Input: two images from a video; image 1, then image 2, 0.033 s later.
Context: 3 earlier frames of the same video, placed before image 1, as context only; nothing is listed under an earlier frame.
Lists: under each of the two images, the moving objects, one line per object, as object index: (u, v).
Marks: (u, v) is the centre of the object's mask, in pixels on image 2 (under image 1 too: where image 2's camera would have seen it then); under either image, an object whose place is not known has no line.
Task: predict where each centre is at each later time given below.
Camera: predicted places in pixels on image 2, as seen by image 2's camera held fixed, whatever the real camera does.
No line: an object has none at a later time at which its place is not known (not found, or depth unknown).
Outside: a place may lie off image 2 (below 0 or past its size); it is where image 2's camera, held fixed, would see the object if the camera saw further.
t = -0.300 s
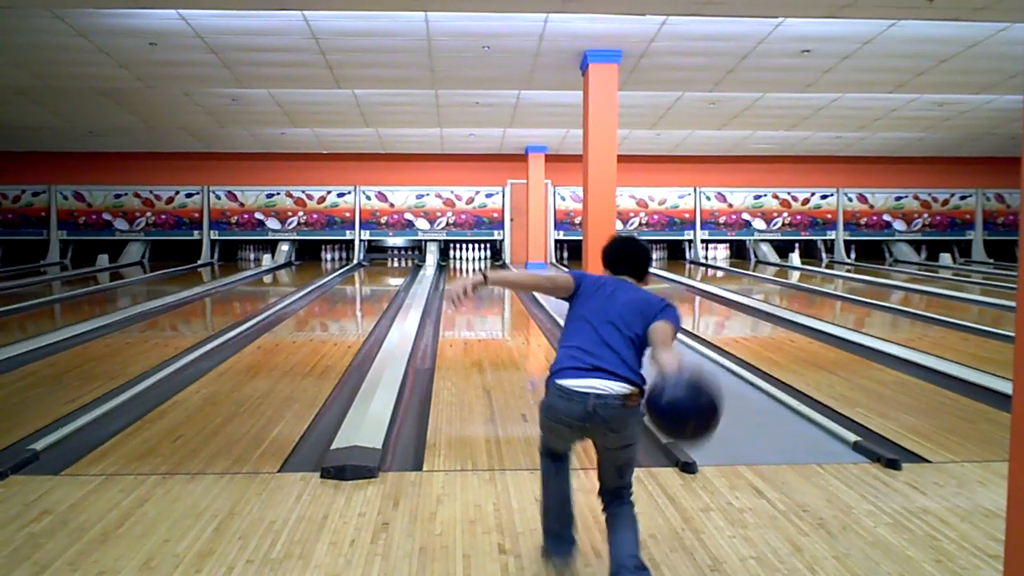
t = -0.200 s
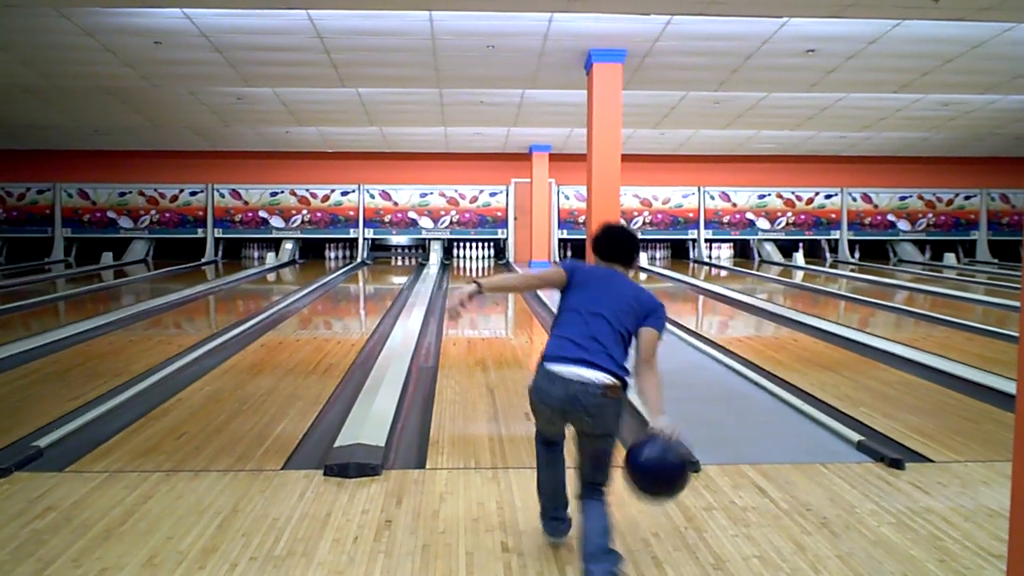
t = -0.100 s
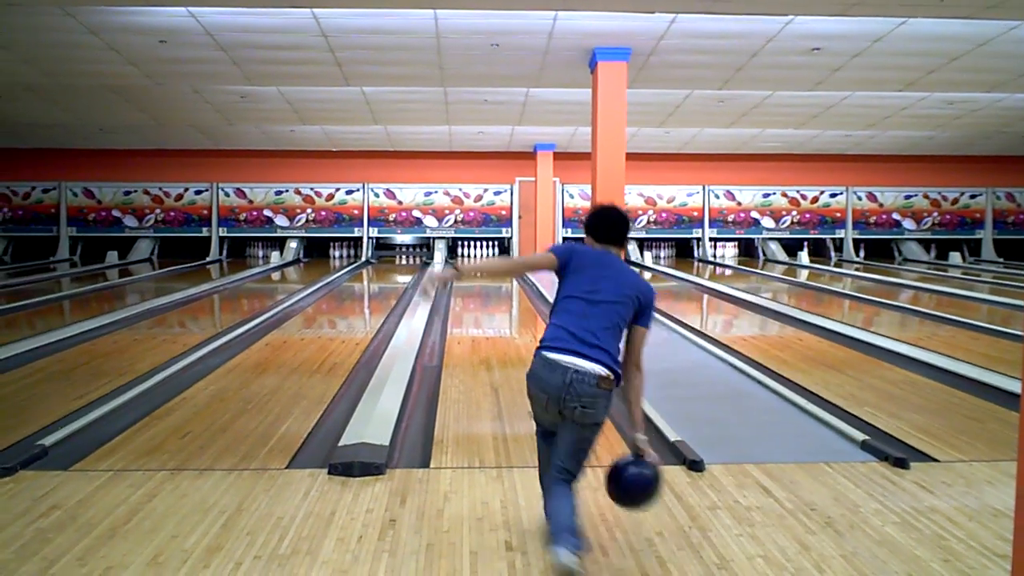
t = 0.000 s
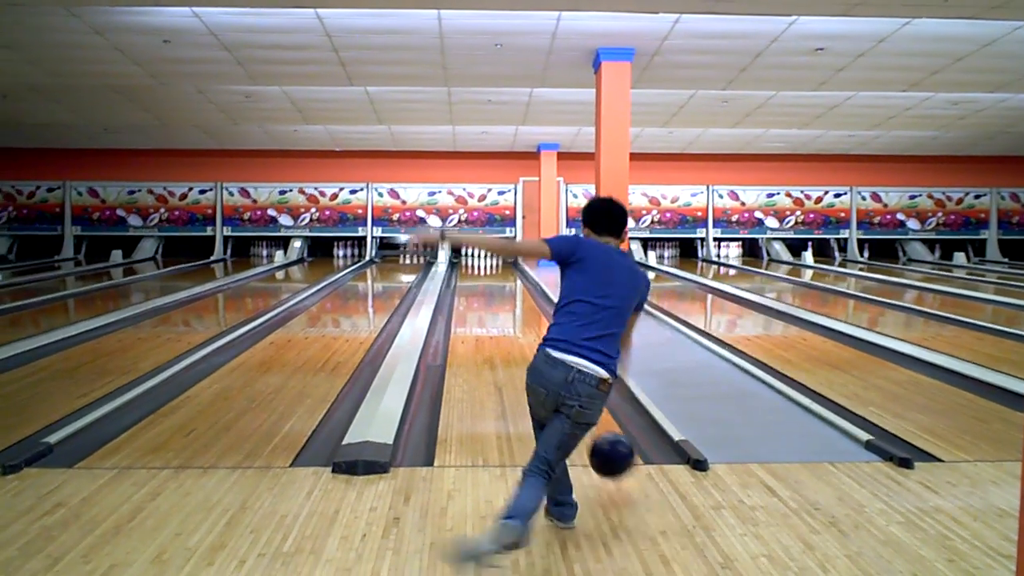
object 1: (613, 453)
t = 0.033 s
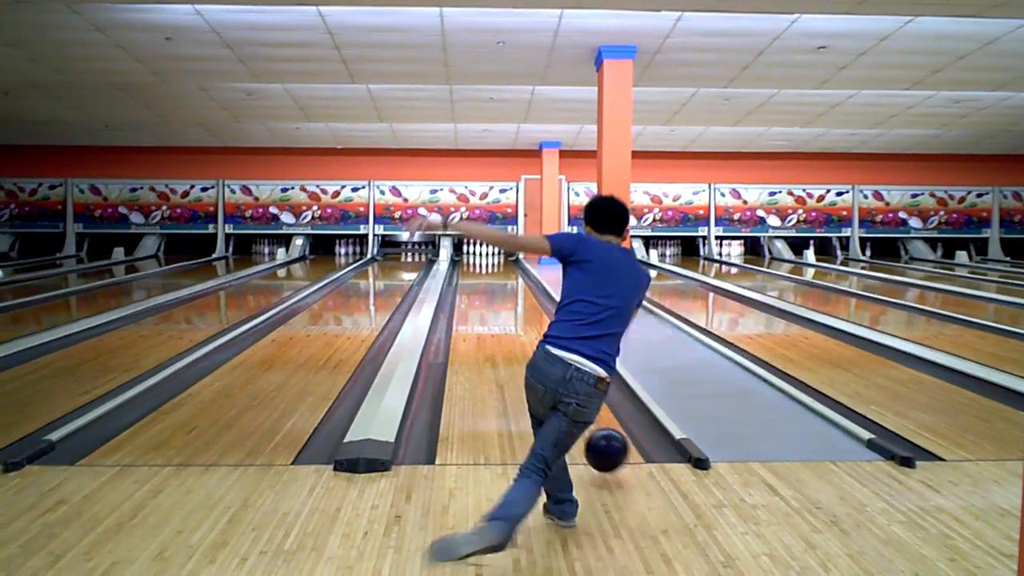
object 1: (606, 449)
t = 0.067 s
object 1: (599, 445)
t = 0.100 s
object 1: (595, 434)
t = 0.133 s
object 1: (591, 426)
